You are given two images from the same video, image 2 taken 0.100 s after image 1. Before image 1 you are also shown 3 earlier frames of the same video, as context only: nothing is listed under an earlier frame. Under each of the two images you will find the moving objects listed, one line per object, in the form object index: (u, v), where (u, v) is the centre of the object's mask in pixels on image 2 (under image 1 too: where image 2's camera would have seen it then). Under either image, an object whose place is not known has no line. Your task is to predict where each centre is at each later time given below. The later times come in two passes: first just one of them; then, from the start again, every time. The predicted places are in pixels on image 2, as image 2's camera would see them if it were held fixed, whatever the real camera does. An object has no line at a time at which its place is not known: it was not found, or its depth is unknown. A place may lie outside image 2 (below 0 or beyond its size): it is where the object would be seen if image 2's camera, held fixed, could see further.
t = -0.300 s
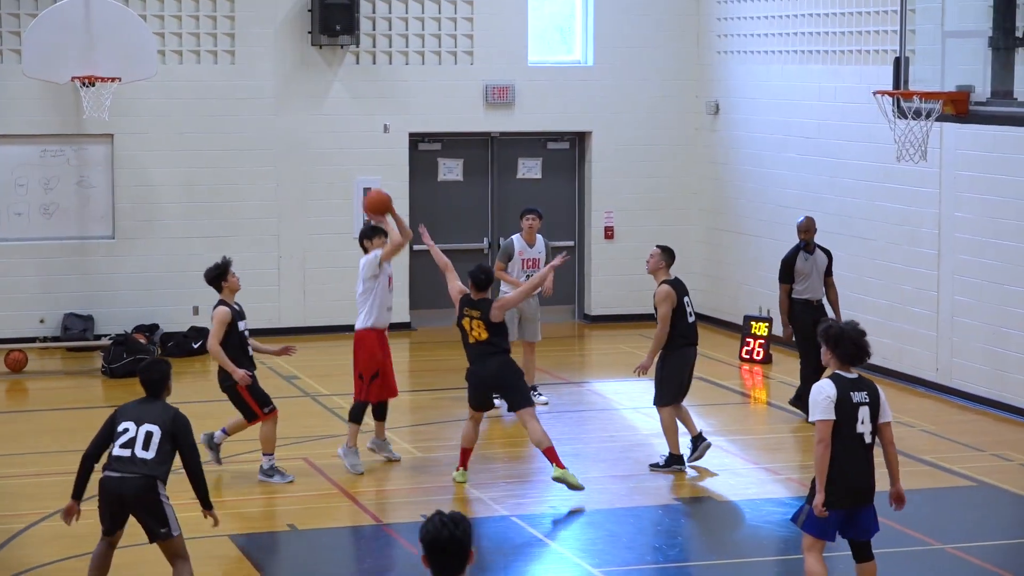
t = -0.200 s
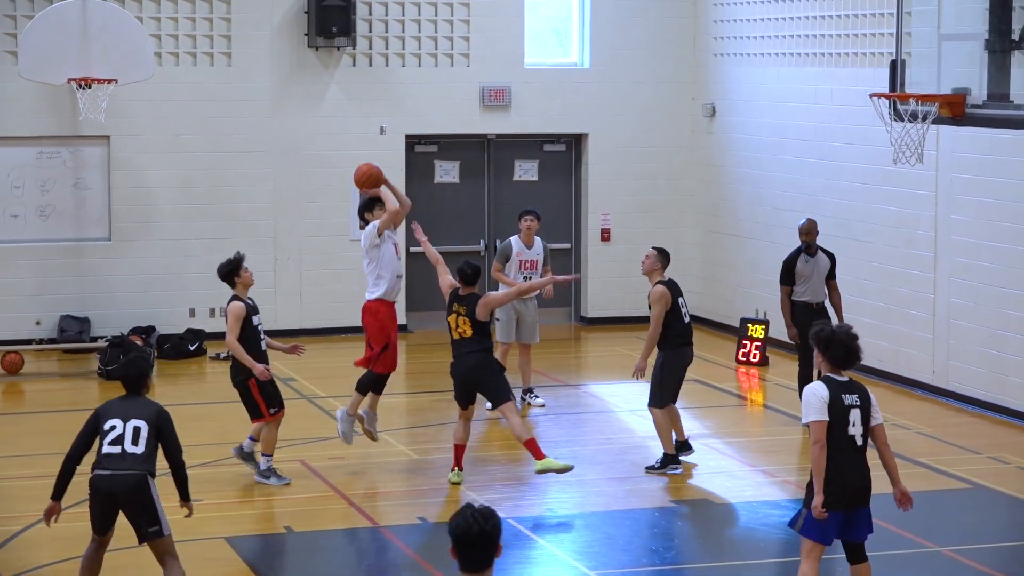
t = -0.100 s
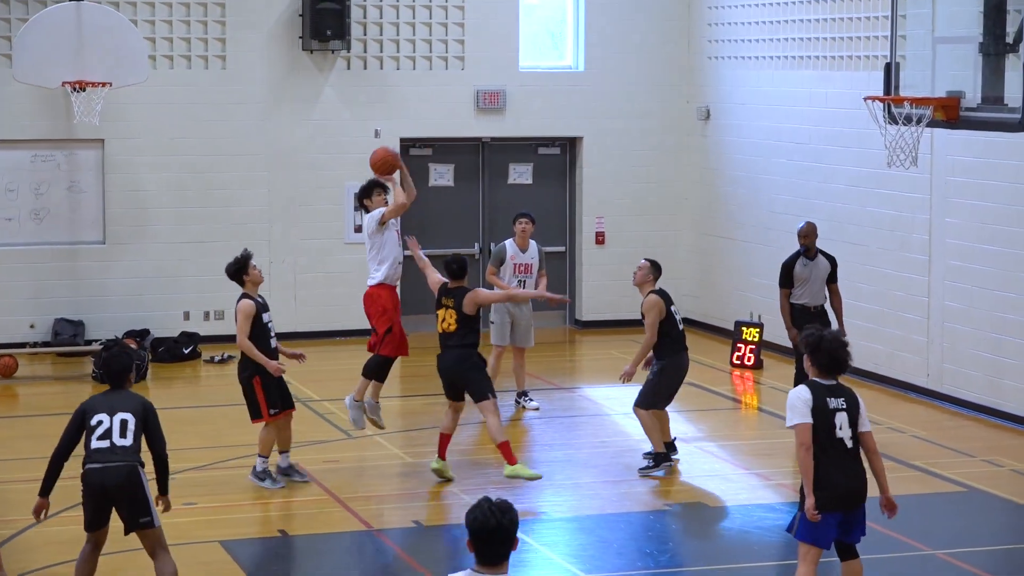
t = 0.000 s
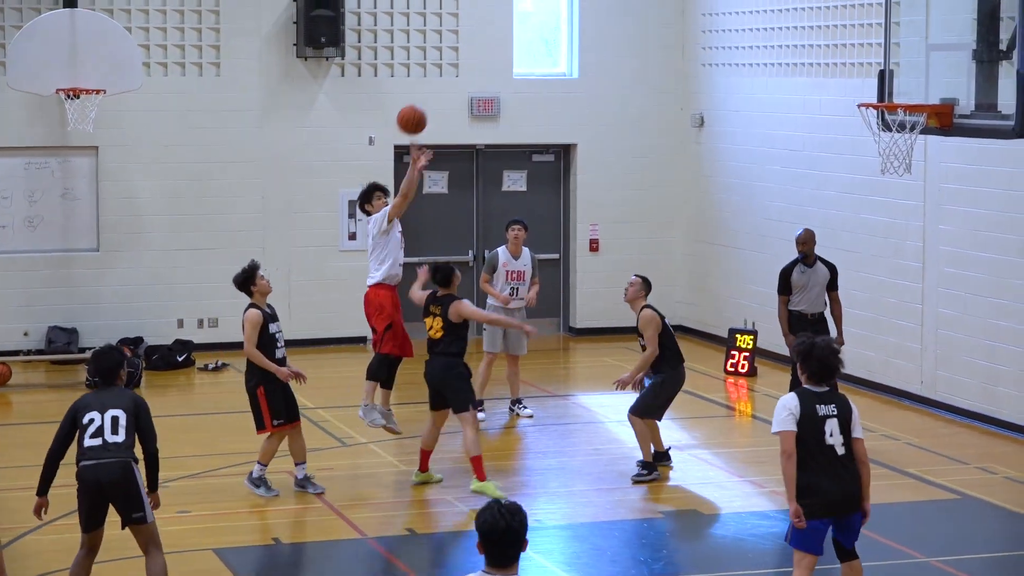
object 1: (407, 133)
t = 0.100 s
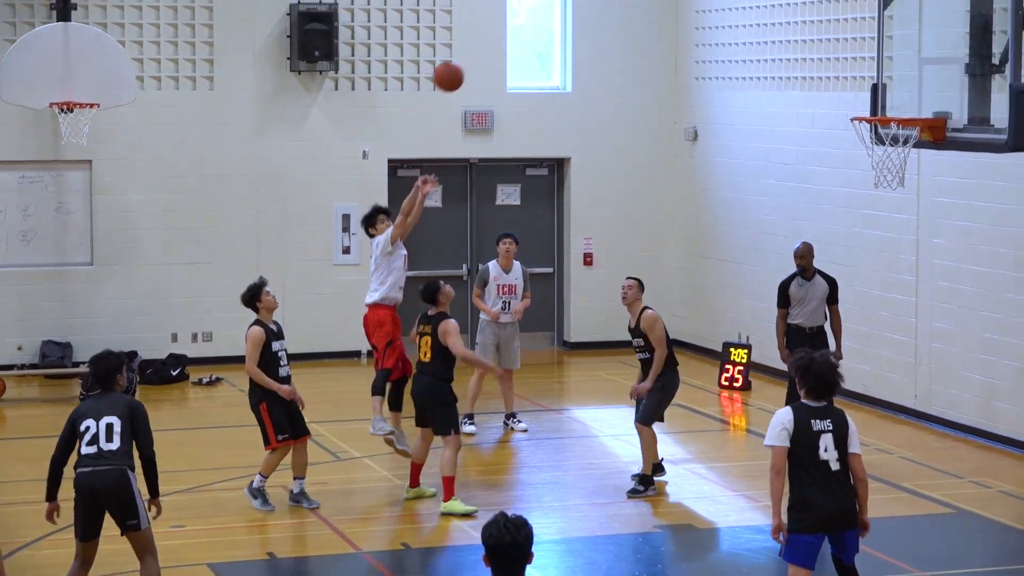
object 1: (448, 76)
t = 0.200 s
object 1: (493, 30)
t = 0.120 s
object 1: (457, 66)
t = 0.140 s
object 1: (466, 56)
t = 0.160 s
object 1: (475, 47)
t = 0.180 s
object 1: (484, 38)
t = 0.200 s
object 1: (493, 30)
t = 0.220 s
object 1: (501, 22)
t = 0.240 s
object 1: (510, 15)
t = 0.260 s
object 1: (520, 8)
